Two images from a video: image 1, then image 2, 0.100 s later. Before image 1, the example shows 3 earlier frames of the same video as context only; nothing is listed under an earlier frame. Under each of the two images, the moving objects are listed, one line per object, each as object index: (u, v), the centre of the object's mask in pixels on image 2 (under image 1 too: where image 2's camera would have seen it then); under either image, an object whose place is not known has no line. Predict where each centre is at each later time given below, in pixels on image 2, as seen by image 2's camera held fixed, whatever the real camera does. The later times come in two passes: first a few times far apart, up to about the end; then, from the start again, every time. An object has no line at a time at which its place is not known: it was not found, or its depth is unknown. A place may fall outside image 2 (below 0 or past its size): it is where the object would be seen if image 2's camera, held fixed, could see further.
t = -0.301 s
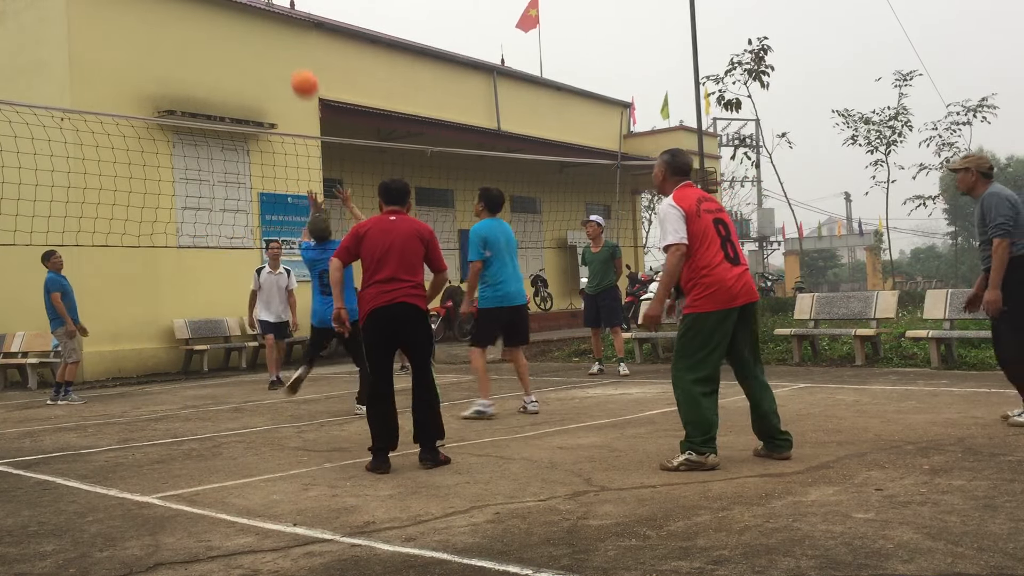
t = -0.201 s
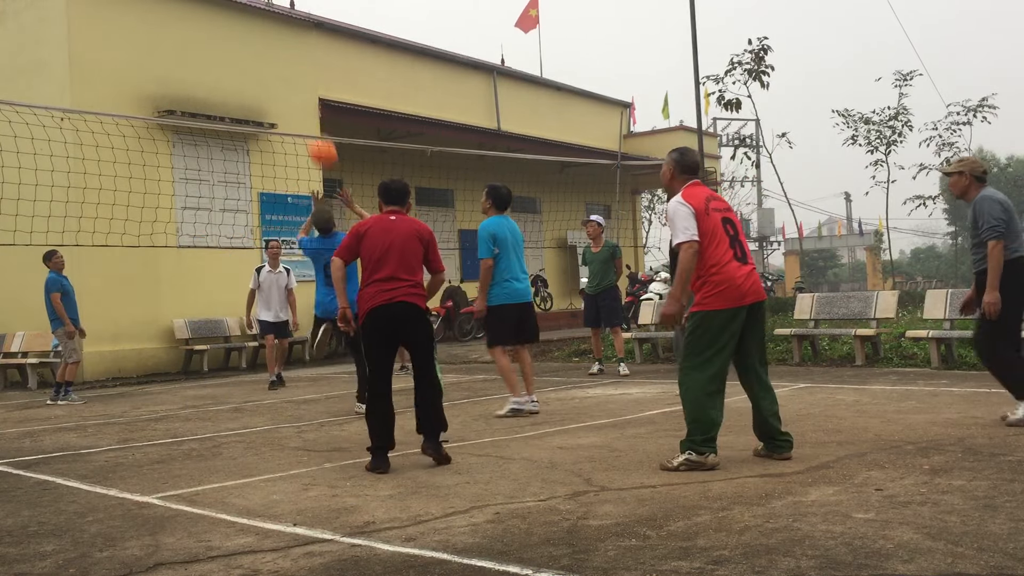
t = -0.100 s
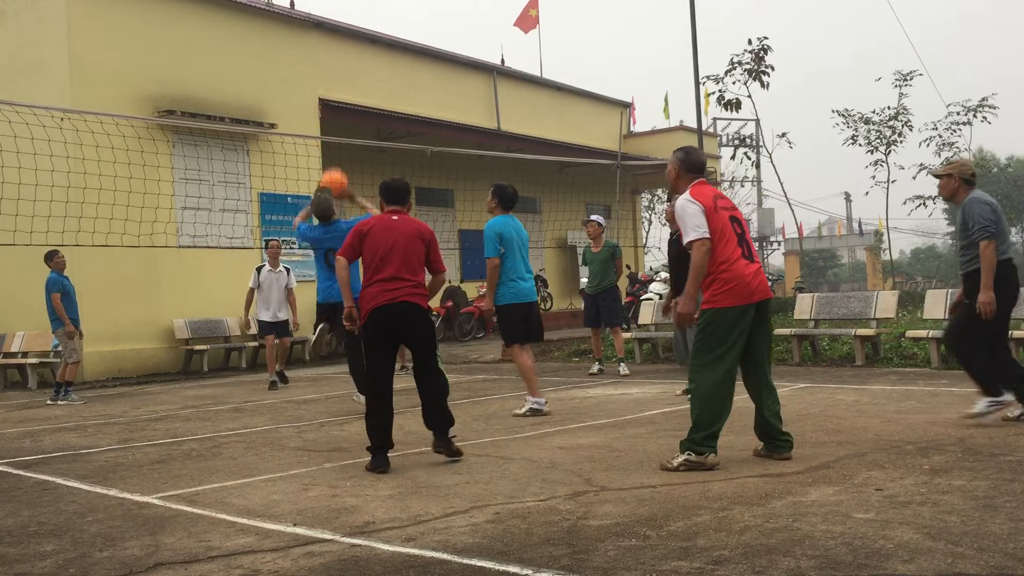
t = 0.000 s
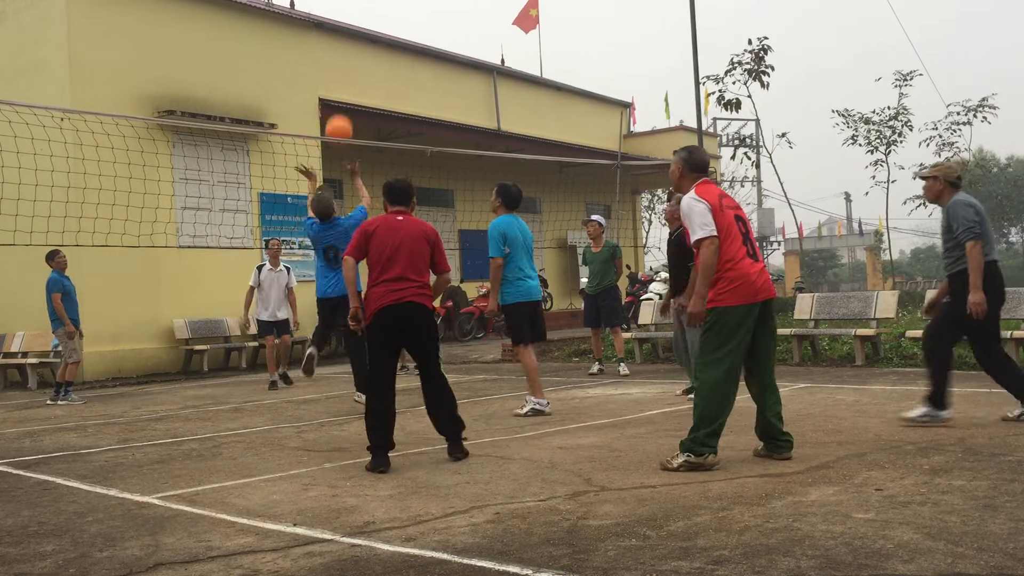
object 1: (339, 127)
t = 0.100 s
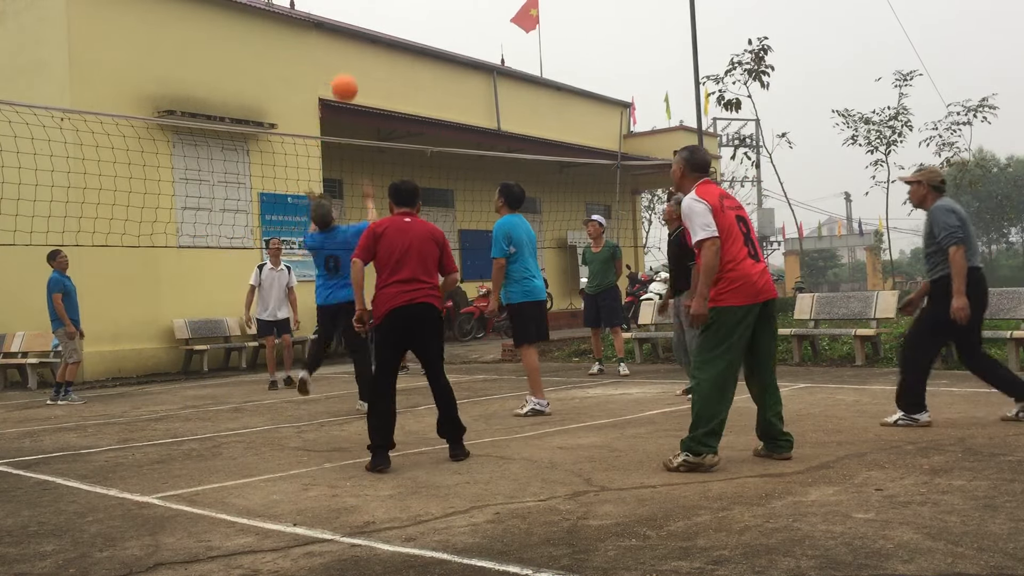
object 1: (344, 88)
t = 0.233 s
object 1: (352, 52)
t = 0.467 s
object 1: (364, 40)
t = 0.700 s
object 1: (378, 80)
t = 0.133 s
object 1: (347, 77)
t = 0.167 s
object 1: (348, 67)
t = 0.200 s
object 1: (350, 59)
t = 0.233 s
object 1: (352, 52)
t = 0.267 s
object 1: (354, 47)
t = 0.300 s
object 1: (355, 43)
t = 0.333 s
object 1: (357, 40)
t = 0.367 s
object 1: (359, 38)
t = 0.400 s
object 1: (361, 38)
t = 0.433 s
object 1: (363, 38)
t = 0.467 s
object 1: (364, 40)
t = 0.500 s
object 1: (366, 42)
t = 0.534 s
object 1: (368, 46)
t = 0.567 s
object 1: (370, 51)
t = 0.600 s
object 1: (372, 56)
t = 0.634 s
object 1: (374, 63)
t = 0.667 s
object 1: (376, 71)
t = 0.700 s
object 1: (378, 80)
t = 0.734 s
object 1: (380, 89)
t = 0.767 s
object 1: (382, 100)
